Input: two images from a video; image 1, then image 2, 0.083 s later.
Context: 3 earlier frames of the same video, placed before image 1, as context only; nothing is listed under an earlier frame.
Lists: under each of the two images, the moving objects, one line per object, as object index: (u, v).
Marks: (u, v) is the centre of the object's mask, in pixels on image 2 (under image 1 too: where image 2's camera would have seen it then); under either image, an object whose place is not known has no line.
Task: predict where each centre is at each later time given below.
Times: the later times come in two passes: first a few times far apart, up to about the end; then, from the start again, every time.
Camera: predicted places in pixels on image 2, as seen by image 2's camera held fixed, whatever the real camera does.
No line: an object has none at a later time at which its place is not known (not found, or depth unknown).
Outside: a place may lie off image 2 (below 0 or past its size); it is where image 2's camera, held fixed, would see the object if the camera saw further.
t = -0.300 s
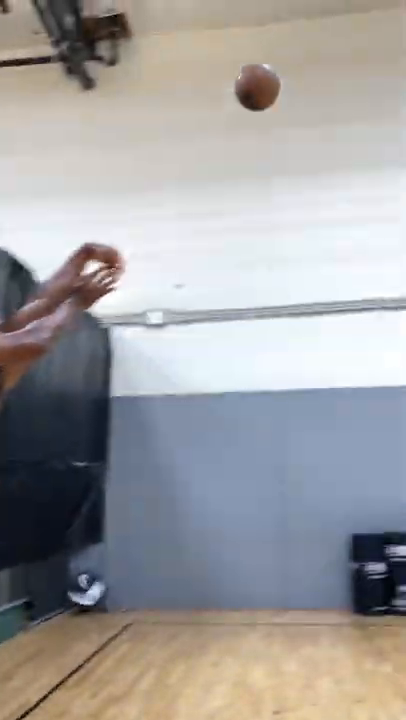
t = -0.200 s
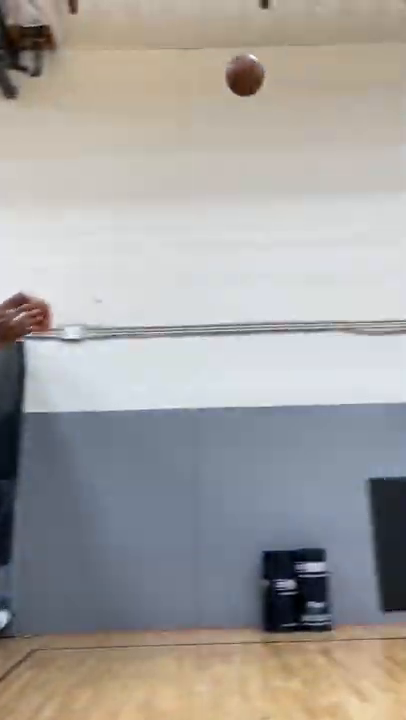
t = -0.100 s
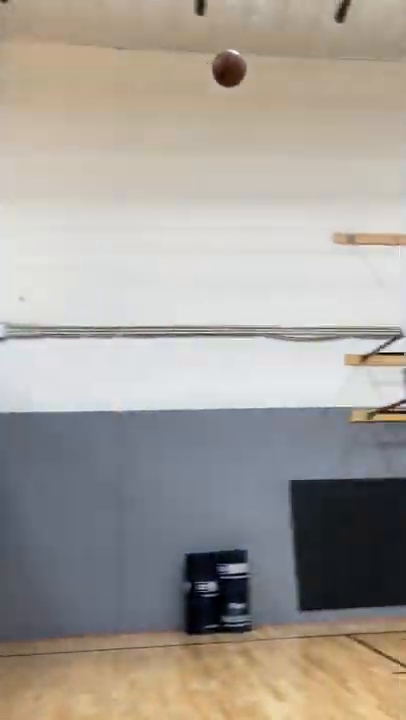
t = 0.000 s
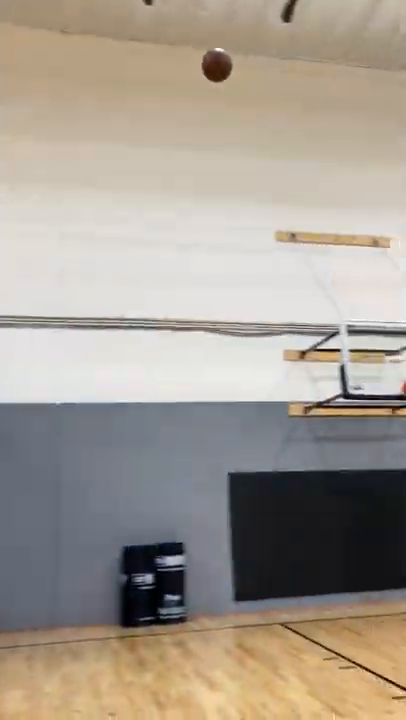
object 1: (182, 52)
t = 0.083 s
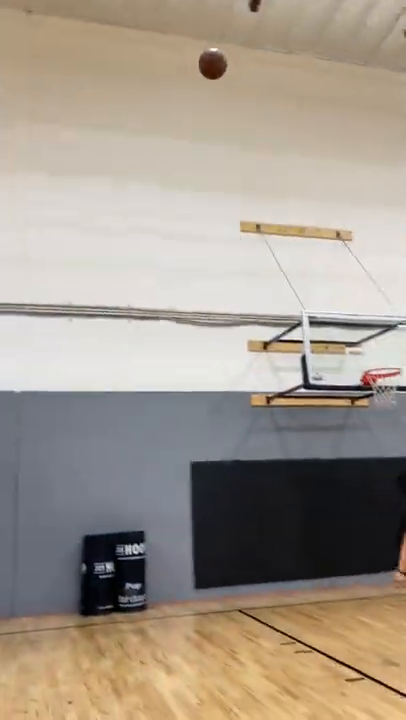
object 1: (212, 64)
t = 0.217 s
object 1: (252, 91)
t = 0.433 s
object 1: (304, 156)
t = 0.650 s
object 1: (345, 239)
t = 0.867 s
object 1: (382, 340)
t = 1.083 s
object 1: (363, 394)
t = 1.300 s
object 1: (347, 427)
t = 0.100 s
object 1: (218, 66)
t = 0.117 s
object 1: (223, 70)
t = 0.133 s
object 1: (228, 73)
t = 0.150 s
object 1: (233, 76)
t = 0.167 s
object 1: (238, 80)
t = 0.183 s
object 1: (243, 84)
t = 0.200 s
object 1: (248, 88)
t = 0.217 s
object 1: (252, 91)
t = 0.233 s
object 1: (257, 96)
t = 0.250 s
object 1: (261, 100)
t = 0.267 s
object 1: (266, 105)
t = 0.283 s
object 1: (270, 110)
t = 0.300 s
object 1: (274, 115)
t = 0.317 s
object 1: (278, 119)
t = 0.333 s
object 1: (282, 124)
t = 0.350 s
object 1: (285, 129)
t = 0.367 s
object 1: (289, 135)
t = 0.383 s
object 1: (293, 140)
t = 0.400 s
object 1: (297, 145)
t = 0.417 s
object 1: (300, 151)
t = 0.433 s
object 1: (304, 156)
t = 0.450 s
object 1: (307, 162)
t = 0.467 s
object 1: (310, 167)
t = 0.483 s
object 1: (314, 173)
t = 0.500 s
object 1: (317, 179)
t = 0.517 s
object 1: (320, 185)
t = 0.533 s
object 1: (324, 192)
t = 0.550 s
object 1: (327, 198)
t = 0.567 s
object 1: (330, 205)
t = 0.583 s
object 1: (333, 211)
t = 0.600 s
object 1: (337, 218)
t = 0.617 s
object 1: (340, 225)
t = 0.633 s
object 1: (343, 232)
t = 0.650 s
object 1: (345, 239)
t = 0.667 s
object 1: (349, 247)
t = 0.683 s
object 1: (351, 254)
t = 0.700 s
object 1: (355, 261)
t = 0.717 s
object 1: (357, 268)
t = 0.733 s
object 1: (360, 275)
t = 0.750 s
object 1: (363, 283)
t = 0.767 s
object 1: (366, 291)
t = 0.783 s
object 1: (368, 299)
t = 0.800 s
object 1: (371, 307)
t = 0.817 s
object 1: (374, 316)
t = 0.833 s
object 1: (377, 322)
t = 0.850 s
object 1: (379, 333)
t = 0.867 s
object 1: (382, 340)
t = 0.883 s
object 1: (384, 347)
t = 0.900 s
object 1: (387, 355)
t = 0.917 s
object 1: (390, 363)
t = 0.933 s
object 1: (390, 371)
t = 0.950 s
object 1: (386, 375)
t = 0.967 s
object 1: (380, 378)
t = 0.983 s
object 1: (378, 382)
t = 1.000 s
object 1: (374, 390)
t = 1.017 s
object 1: (369, 390)
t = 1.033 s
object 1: (367, 392)
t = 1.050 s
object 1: (366, 392)
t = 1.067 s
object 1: (364, 393)
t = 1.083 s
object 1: (363, 394)
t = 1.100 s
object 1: (360, 398)
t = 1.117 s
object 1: (359, 399)
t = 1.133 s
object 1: (359, 400)
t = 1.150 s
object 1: (357, 402)
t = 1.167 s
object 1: (355, 404)
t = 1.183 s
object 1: (355, 406)
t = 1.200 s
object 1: (353, 408)
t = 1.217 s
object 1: (353, 410)
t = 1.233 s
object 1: (351, 413)
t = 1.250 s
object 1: (349, 417)
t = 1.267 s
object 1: (349, 419)
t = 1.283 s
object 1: (348, 422)
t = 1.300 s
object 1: (347, 427)
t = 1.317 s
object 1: (346, 432)
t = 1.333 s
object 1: (344, 436)
